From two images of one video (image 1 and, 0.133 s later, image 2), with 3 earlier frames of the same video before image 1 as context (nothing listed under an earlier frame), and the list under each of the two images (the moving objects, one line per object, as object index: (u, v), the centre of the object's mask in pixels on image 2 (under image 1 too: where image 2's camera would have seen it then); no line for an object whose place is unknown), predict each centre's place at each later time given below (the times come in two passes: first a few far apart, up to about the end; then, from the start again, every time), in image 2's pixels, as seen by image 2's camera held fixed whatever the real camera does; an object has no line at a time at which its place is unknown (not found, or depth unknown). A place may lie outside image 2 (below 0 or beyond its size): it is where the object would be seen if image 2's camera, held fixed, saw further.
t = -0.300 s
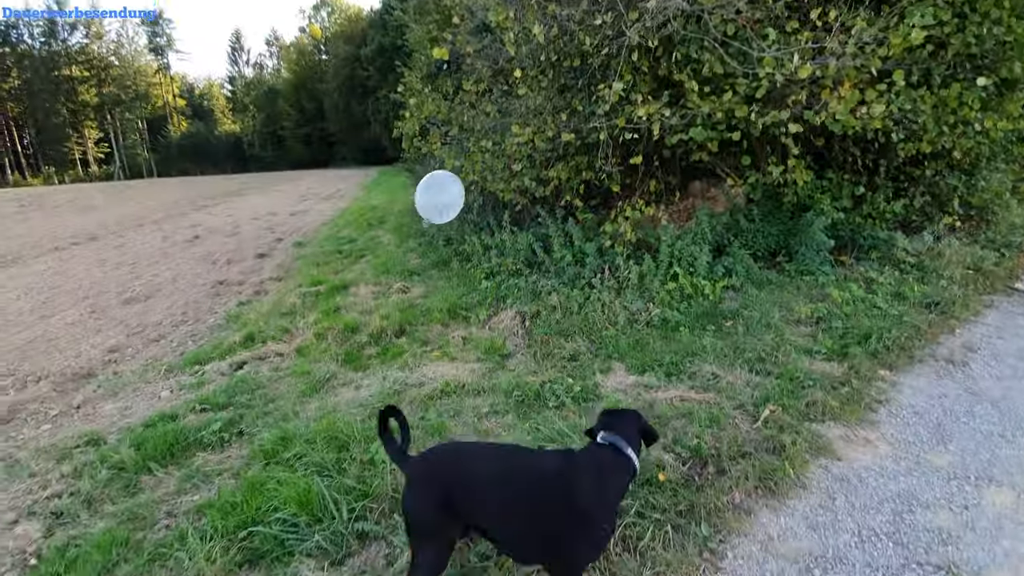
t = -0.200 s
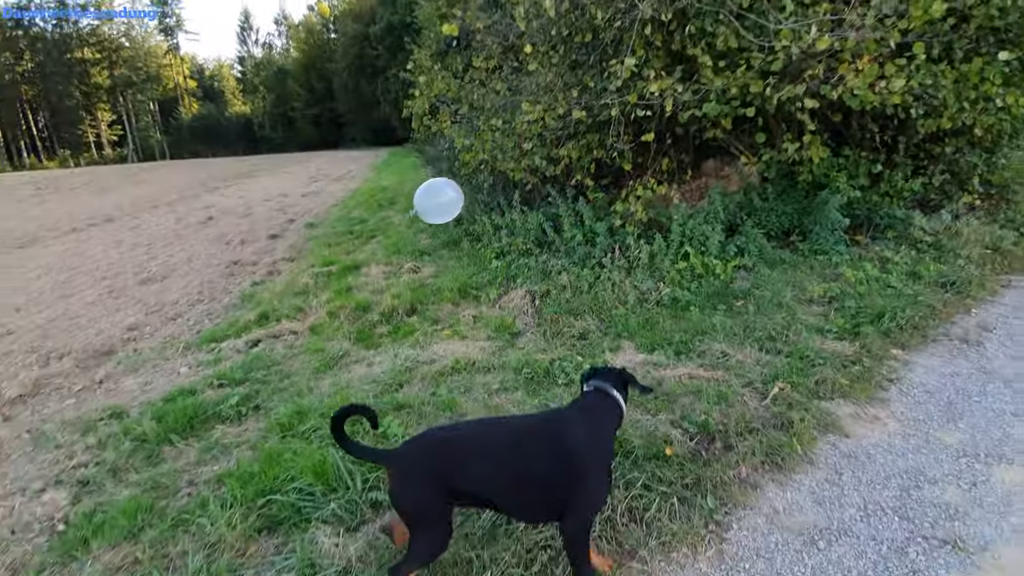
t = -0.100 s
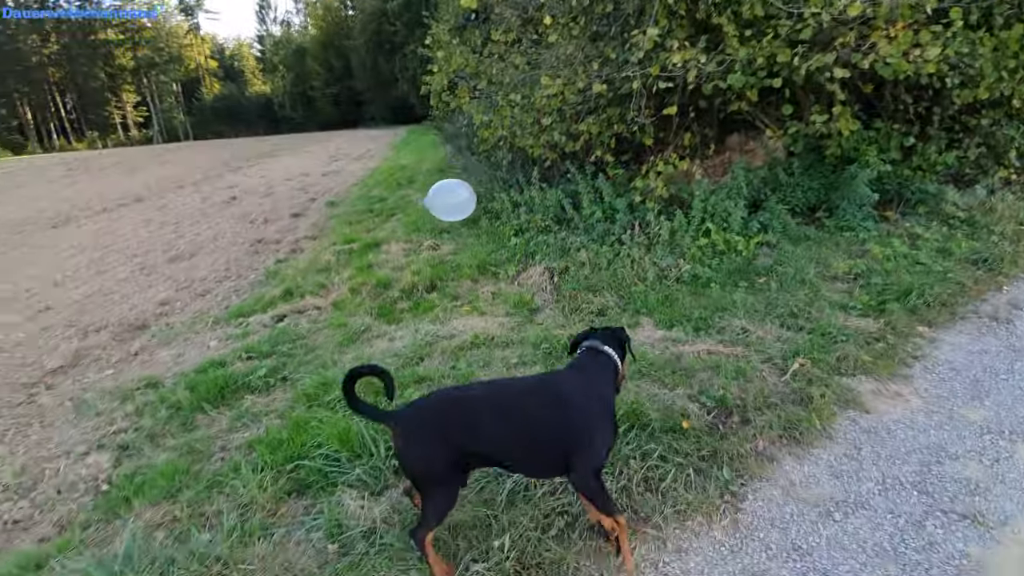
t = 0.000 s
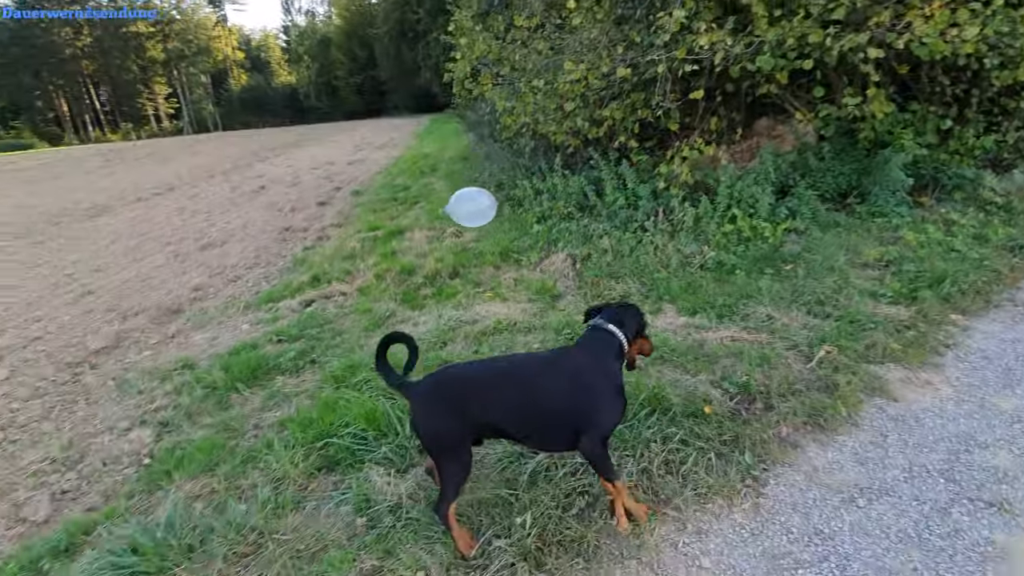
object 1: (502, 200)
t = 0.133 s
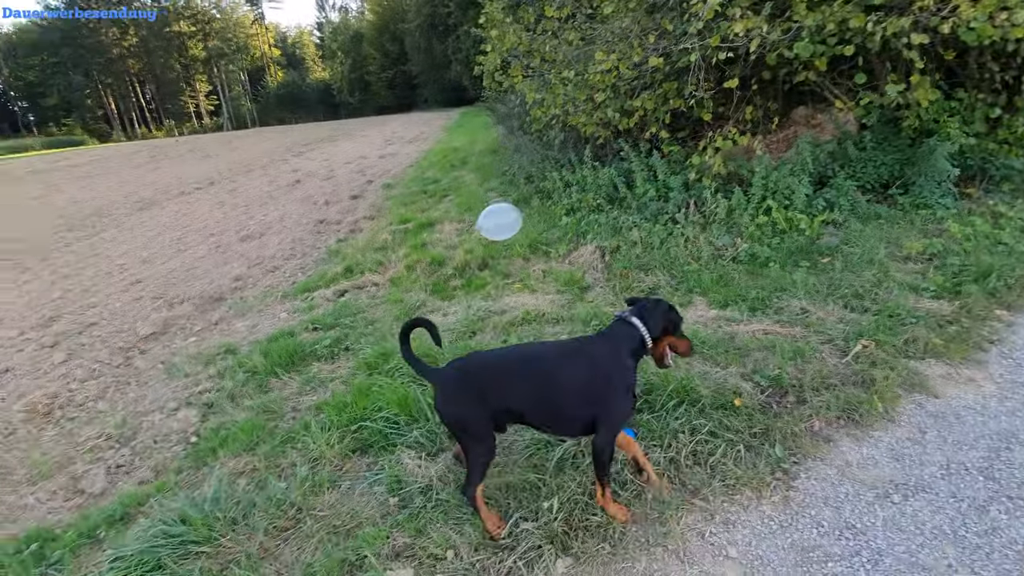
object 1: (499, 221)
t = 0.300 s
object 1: (495, 248)
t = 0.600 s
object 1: (490, 293)
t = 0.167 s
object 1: (499, 227)
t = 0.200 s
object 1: (498, 232)
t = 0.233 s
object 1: (497, 237)
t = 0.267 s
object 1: (496, 243)
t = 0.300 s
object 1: (495, 248)
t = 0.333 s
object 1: (495, 253)
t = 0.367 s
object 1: (494, 259)
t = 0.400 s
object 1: (494, 264)
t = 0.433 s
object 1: (493, 270)
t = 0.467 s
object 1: (493, 274)
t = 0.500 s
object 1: (493, 279)
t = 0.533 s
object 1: (492, 284)
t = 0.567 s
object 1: (491, 288)
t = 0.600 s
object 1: (490, 293)
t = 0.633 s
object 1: (489, 297)
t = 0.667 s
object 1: (488, 302)
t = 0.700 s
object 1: (487, 306)
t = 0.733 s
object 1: (487, 311)
